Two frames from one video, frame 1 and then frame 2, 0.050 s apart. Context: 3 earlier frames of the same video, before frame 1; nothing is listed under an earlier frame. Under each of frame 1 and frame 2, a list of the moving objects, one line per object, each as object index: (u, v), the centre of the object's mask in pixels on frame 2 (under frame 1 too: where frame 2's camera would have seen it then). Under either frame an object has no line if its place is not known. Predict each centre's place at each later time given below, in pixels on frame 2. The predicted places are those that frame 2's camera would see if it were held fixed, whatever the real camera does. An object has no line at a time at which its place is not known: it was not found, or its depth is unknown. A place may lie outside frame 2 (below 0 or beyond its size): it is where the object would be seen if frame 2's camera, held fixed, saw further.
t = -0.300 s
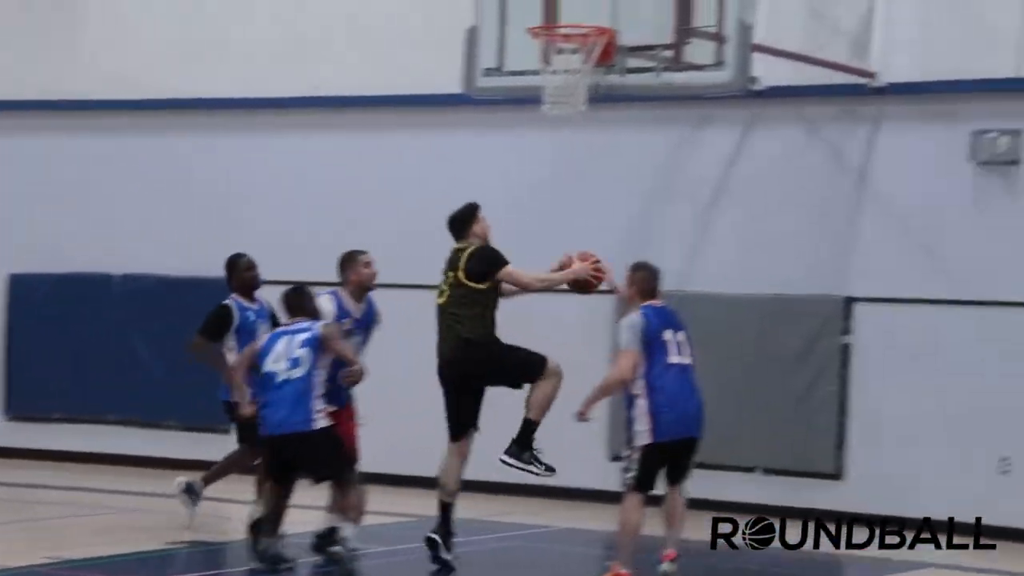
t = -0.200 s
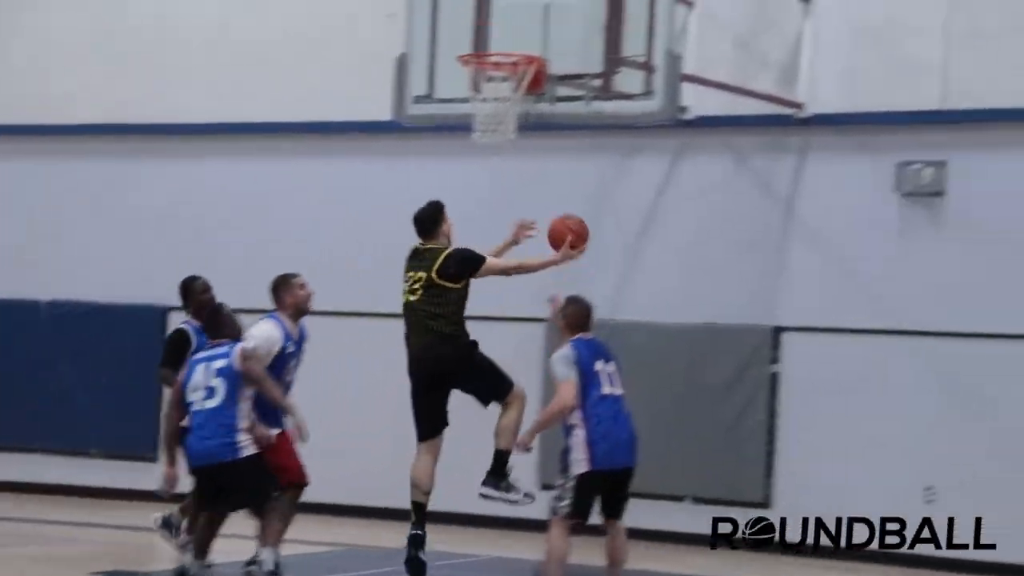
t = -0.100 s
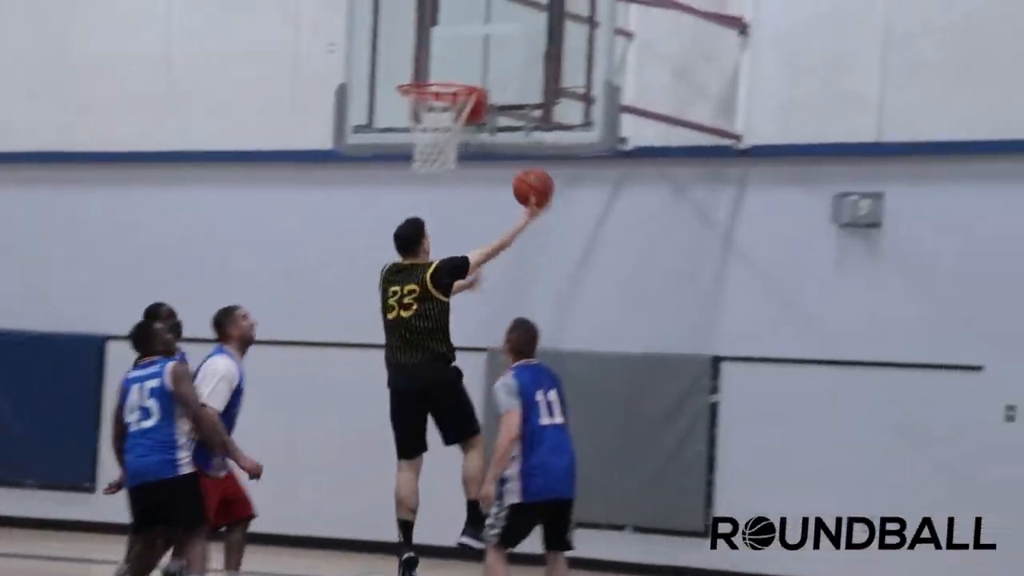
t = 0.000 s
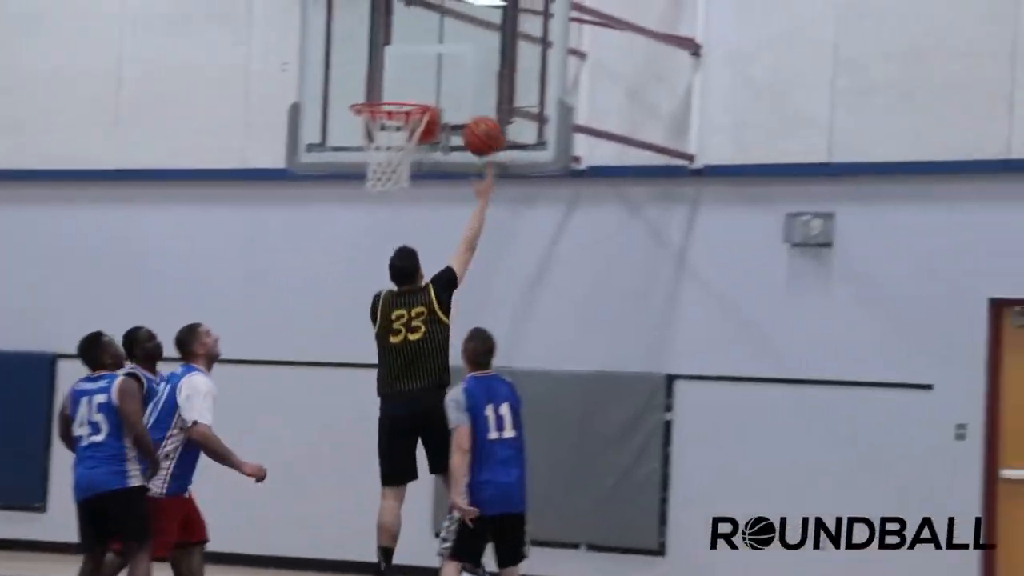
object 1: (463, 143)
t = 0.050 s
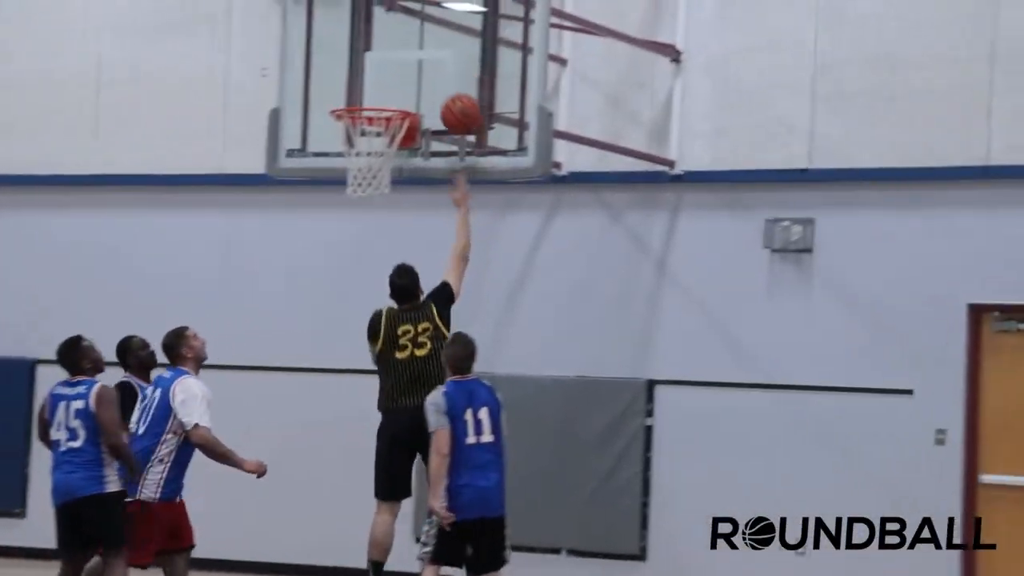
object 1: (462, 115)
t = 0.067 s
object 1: (460, 105)
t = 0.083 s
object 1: (459, 97)
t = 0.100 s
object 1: (458, 89)
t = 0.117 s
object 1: (457, 83)
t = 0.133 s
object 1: (455, 76)
